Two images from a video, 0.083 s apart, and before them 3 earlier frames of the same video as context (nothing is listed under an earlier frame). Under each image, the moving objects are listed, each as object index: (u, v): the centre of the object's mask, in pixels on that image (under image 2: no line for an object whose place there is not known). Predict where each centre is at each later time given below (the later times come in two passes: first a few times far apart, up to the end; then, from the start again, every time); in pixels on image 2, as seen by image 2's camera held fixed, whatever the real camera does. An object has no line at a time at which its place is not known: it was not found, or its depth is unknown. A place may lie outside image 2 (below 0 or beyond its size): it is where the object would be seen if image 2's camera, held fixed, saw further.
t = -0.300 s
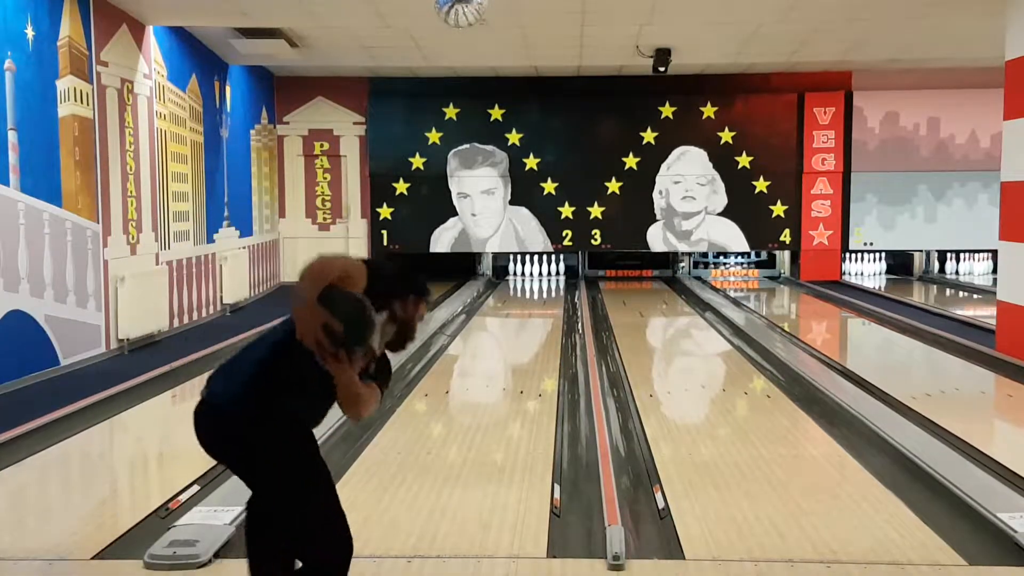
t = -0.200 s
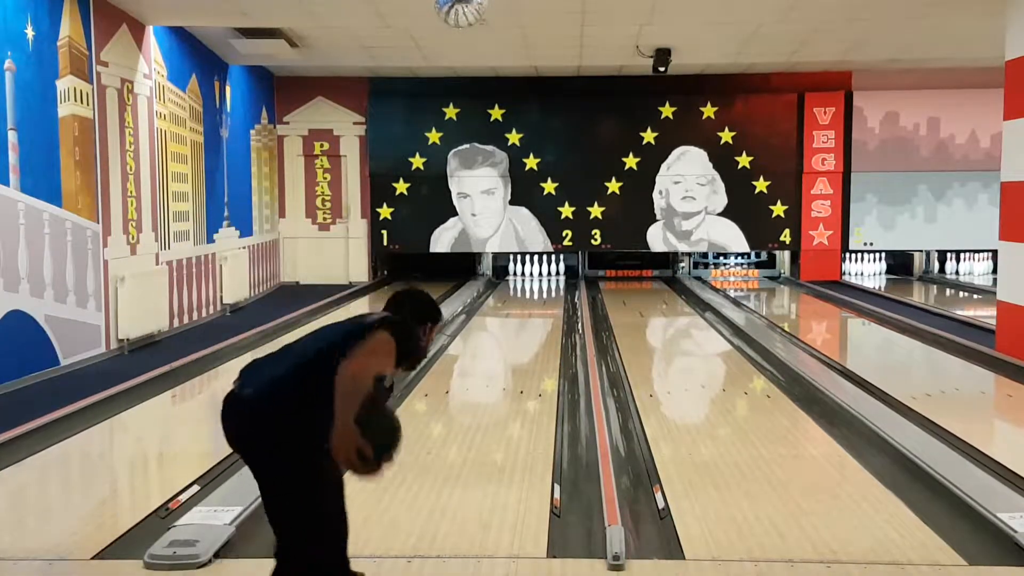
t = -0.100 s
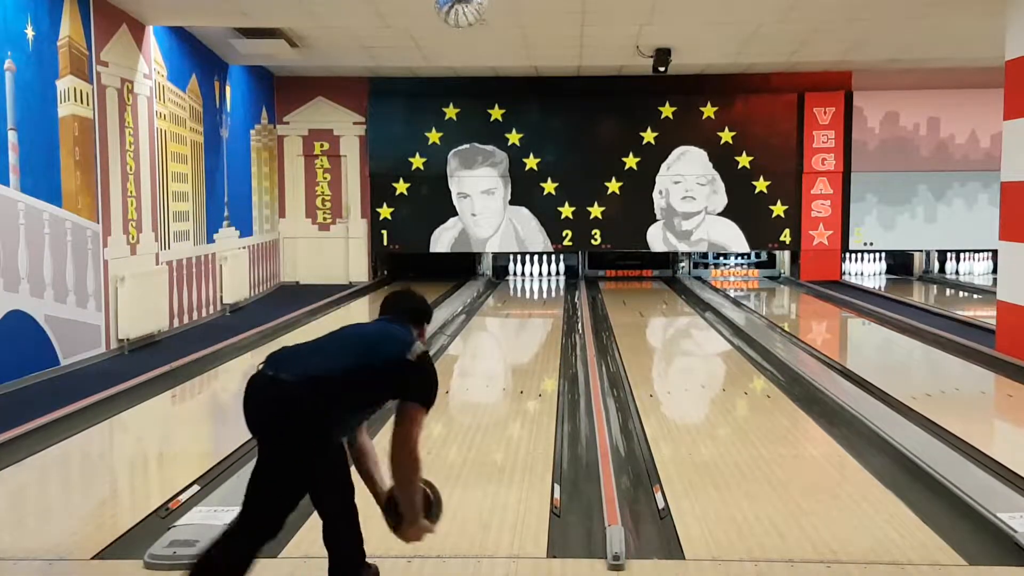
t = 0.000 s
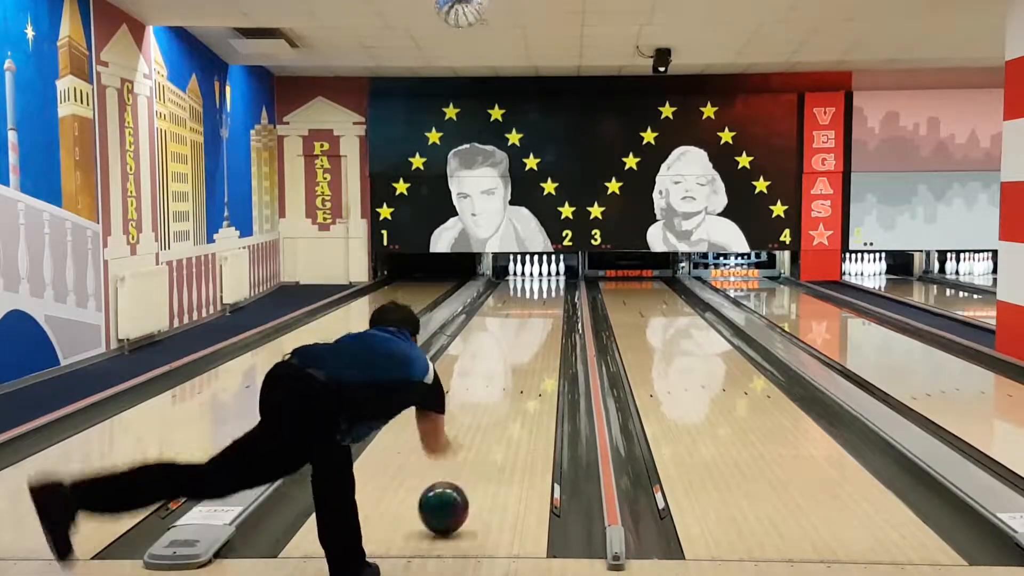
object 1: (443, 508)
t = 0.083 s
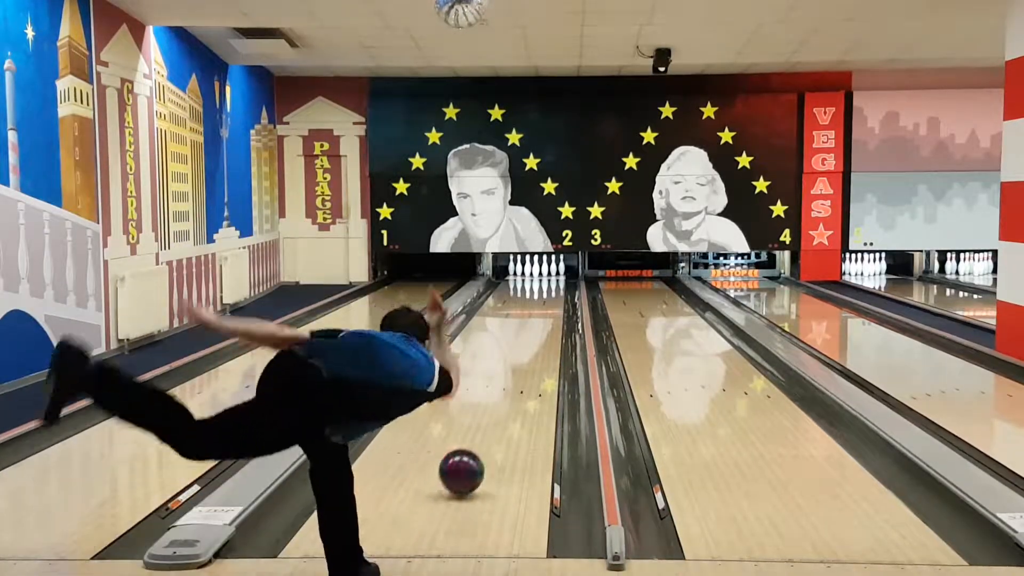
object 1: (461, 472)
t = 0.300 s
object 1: (493, 414)
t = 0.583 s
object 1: (518, 365)
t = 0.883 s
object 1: (533, 333)
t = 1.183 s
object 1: (543, 312)
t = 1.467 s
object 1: (548, 297)
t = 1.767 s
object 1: (549, 285)
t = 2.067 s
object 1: (546, 277)
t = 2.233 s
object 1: (544, 272)
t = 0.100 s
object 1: (464, 467)
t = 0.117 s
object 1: (467, 463)
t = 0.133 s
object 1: (470, 457)
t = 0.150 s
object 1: (473, 452)
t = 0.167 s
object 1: (476, 448)
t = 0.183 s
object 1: (478, 443)
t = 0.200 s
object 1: (481, 438)
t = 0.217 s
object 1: (483, 434)
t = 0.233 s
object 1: (485, 429)
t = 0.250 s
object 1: (487, 425)
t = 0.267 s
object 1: (489, 421)
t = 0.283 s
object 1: (491, 417)
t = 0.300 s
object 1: (493, 414)
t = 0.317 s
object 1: (495, 410)
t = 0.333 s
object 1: (497, 407)
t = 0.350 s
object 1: (499, 403)
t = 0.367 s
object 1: (500, 400)
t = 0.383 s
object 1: (502, 397)
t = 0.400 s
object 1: (504, 394)
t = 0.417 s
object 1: (505, 390)
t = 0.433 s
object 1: (507, 387)
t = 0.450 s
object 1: (508, 385)
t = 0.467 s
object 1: (509, 382)
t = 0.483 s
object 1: (511, 380)
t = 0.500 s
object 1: (512, 377)
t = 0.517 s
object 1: (513, 375)
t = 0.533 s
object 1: (514, 372)
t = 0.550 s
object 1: (516, 370)
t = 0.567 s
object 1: (517, 368)
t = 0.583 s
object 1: (518, 365)
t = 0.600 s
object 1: (519, 364)
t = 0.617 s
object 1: (520, 361)
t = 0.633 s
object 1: (521, 359)
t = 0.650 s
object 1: (522, 357)
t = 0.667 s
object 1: (523, 355)
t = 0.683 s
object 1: (524, 353)
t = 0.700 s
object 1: (525, 351)
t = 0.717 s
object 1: (526, 349)
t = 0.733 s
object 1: (527, 348)
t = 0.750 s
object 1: (527, 346)
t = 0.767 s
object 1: (528, 344)
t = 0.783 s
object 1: (529, 343)
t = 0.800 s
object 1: (530, 341)
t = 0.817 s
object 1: (531, 339)
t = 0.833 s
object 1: (531, 338)
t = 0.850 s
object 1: (532, 336)
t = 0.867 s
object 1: (533, 335)
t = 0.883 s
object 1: (533, 333)
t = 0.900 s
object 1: (534, 332)
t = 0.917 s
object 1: (535, 331)
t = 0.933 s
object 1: (535, 329)
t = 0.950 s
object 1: (536, 328)
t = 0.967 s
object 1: (536, 327)
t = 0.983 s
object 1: (537, 325)
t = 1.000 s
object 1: (538, 324)
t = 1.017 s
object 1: (538, 323)
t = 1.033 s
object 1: (539, 322)
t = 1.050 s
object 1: (539, 320)
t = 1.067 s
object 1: (540, 319)
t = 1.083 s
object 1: (540, 318)
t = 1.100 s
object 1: (541, 317)
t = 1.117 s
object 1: (541, 316)
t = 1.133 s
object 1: (542, 315)
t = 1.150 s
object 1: (542, 314)
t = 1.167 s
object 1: (543, 313)
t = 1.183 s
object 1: (543, 312)
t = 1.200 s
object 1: (543, 311)
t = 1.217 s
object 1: (543, 310)
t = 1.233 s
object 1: (544, 309)
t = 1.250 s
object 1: (544, 308)
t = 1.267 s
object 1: (545, 307)
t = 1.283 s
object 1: (545, 306)
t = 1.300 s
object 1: (545, 305)
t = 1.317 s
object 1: (546, 304)
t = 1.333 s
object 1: (546, 303)
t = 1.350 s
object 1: (546, 303)
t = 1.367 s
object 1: (546, 302)
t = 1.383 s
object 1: (547, 301)
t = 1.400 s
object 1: (547, 300)
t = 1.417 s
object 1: (547, 299)
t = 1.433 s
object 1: (547, 299)
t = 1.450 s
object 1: (548, 298)
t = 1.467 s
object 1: (548, 297)
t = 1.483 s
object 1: (548, 296)
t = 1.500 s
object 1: (548, 296)
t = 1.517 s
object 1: (548, 295)
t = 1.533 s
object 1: (549, 294)
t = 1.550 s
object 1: (549, 293)
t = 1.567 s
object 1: (549, 293)
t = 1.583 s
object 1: (549, 292)
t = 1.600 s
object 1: (549, 291)
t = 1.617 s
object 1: (549, 291)
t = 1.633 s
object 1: (549, 290)
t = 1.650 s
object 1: (549, 289)
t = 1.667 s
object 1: (549, 289)
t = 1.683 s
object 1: (549, 288)
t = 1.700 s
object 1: (549, 287)
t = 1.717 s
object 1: (550, 287)
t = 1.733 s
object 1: (549, 286)
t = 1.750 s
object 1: (550, 286)
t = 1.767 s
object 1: (549, 285)
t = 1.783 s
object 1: (549, 285)
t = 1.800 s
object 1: (549, 284)
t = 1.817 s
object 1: (549, 284)
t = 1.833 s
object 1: (549, 283)
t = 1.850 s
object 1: (549, 283)
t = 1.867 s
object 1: (549, 282)
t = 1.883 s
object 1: (549, 282)
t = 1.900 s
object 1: (549, 281)
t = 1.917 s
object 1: (548, 281)
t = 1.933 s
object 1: (548, 280)
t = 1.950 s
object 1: (548, 280)
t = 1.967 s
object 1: (548, 279)
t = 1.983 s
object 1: (548, 279)
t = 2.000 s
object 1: (548, 278)
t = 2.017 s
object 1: (547, 278)
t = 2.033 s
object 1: (547, 278)
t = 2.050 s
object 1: (547, 277)
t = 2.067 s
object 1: (546, 277)
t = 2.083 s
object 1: (546, 276)
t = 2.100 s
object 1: (546, 275)
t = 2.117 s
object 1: (545, 275)
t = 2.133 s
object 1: (545, 275)
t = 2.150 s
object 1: (545, 275)
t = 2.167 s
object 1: (545, 274)
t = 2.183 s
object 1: (545, 273)
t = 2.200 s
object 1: (544, 273)
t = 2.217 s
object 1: (544, 273)
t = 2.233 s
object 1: (544, 272)
